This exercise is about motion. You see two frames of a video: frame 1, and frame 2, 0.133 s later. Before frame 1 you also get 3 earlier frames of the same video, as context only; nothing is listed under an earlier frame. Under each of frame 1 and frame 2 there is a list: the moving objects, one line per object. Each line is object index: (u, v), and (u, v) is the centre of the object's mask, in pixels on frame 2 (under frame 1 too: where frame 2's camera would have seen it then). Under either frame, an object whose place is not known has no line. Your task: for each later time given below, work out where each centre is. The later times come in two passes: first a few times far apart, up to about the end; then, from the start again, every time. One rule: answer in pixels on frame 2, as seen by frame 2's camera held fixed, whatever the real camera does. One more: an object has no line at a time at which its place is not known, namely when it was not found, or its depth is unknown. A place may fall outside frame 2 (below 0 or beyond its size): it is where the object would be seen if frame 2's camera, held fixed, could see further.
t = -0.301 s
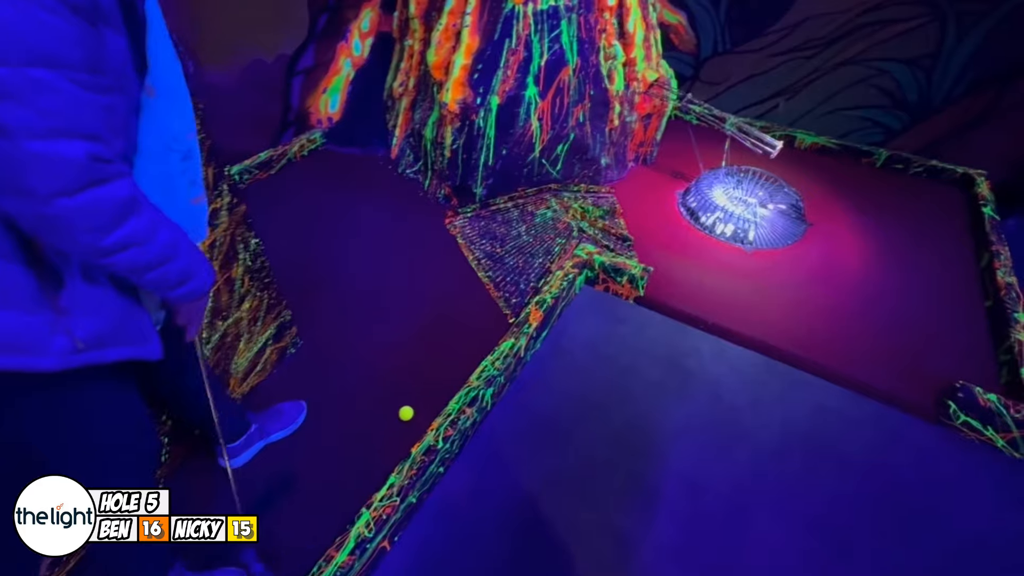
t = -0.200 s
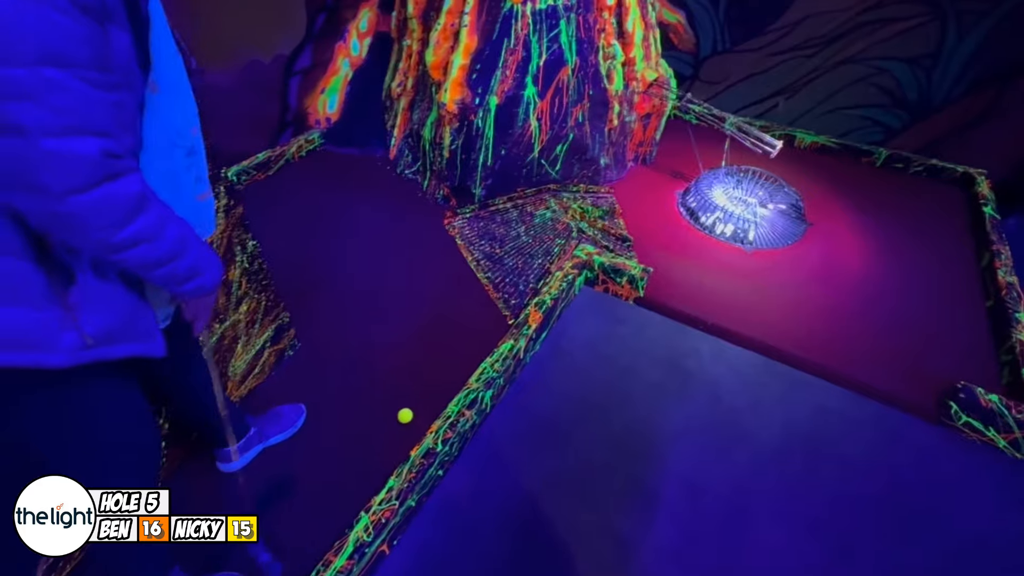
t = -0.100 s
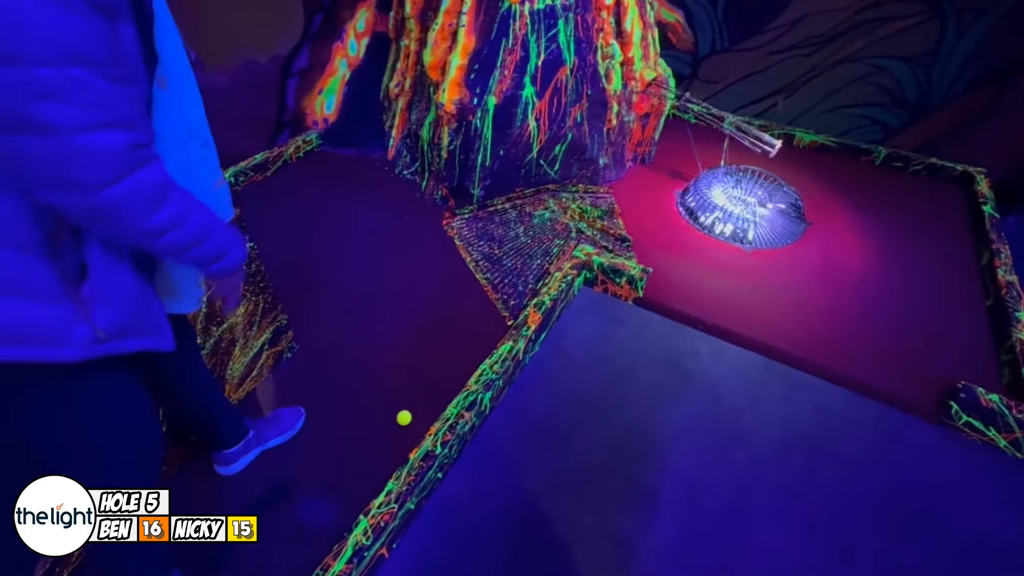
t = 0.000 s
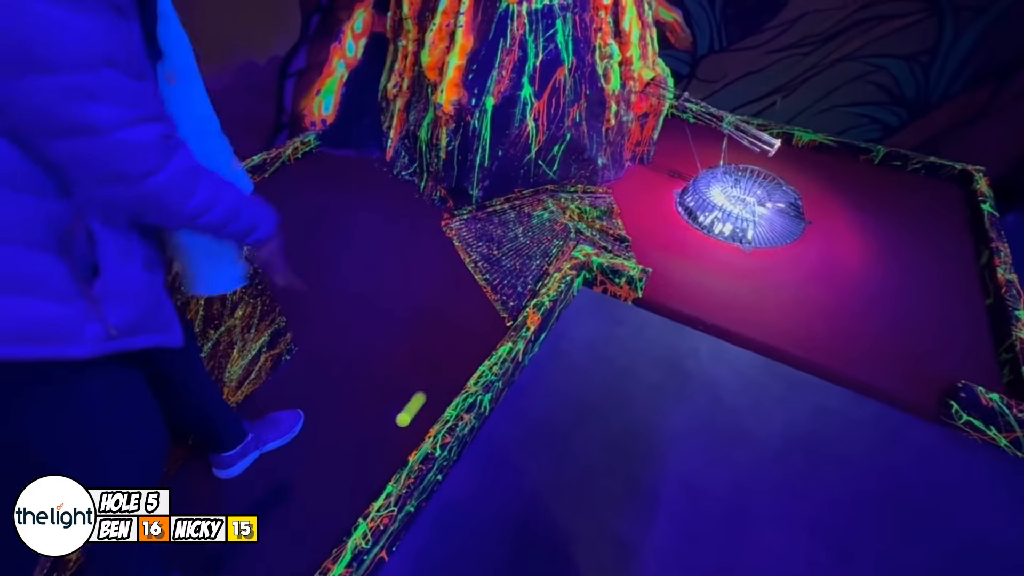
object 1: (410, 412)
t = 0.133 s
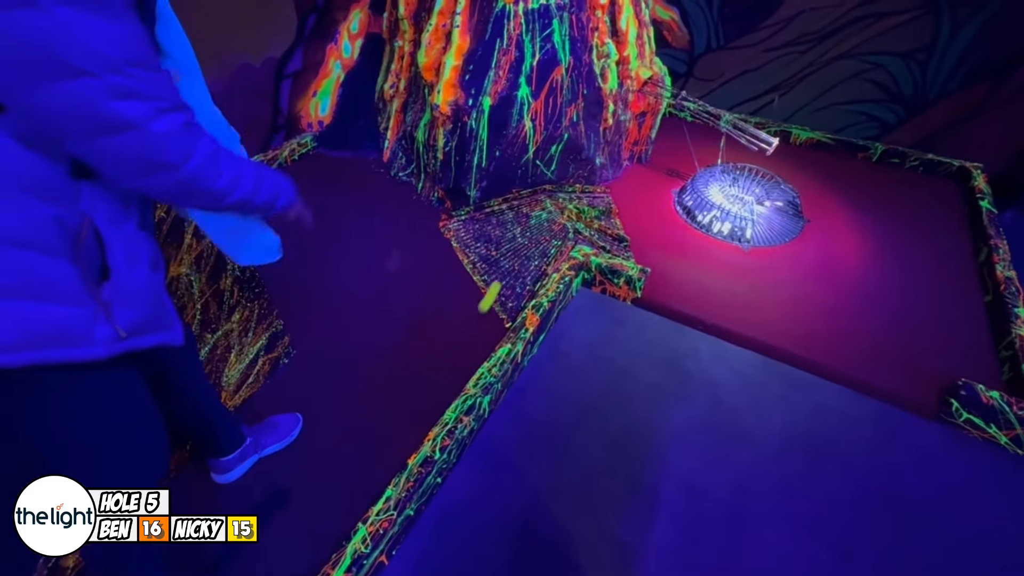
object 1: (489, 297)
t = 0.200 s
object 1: (514, 252)
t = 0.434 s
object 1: (601, 198)
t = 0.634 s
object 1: (681, 223)
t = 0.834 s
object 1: (722, 247)
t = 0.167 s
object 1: (502, 273)
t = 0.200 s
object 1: (514, 252)
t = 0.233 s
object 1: (524, 231)
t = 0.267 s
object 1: (534, 212)
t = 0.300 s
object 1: (543, 196)
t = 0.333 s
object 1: (554, 189)
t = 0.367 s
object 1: (569, 189)
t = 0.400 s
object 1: (585, 192)
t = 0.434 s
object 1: (601, 198)
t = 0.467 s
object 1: (614, 205)
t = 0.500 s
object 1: (628, 215)
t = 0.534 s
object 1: (642, 226)
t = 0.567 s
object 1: (656, 228)
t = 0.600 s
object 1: (668, 224)
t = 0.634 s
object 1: (681, 223)
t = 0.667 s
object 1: (693, 222)
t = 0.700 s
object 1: (704, 225)
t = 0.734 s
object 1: (713, 229)
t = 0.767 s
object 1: (717, 231)
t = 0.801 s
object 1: (720, 238)
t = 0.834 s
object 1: (722, 247)
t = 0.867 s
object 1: (724, 255)
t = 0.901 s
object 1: (729, 257)
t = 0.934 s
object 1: (734, 261)
